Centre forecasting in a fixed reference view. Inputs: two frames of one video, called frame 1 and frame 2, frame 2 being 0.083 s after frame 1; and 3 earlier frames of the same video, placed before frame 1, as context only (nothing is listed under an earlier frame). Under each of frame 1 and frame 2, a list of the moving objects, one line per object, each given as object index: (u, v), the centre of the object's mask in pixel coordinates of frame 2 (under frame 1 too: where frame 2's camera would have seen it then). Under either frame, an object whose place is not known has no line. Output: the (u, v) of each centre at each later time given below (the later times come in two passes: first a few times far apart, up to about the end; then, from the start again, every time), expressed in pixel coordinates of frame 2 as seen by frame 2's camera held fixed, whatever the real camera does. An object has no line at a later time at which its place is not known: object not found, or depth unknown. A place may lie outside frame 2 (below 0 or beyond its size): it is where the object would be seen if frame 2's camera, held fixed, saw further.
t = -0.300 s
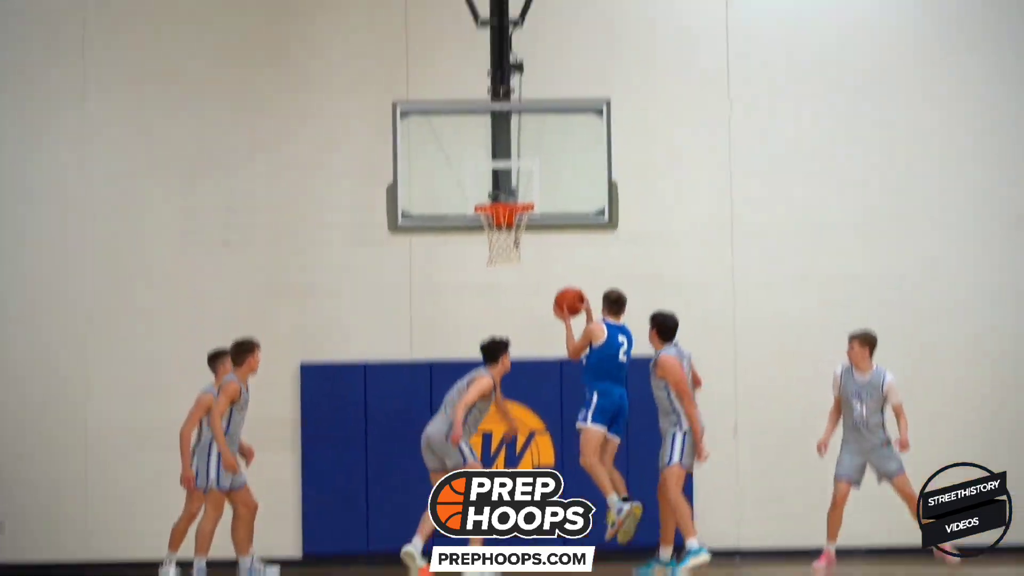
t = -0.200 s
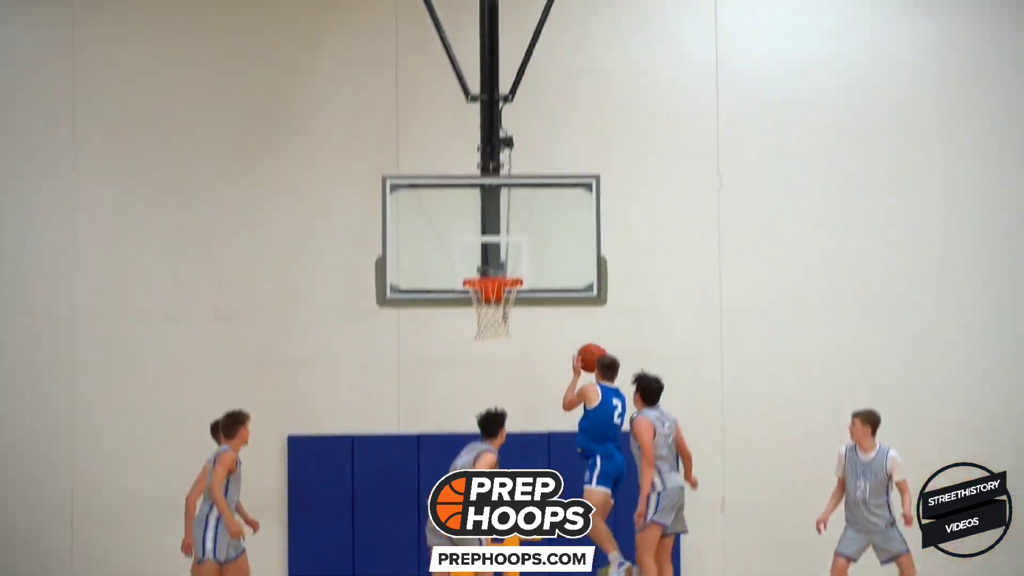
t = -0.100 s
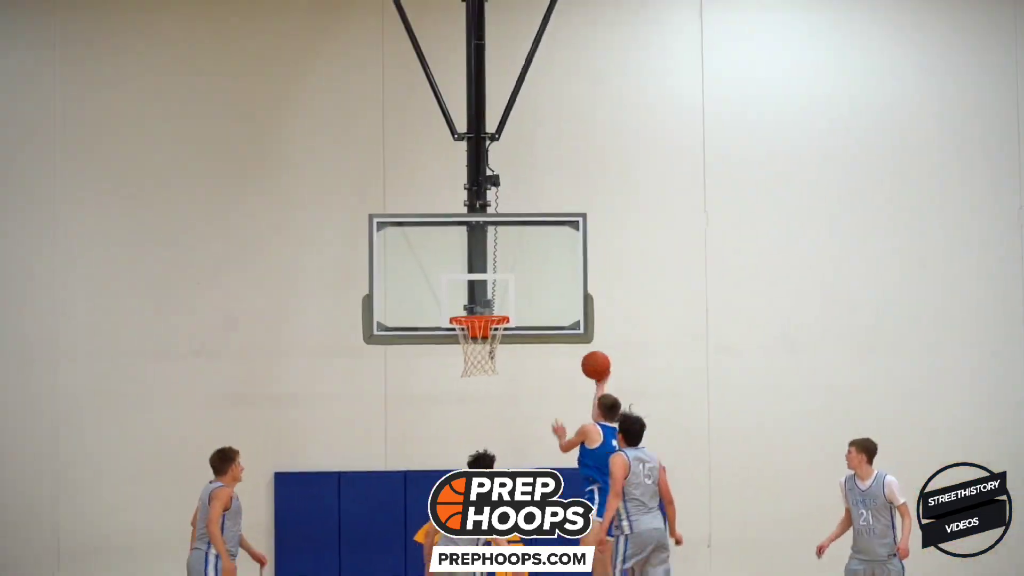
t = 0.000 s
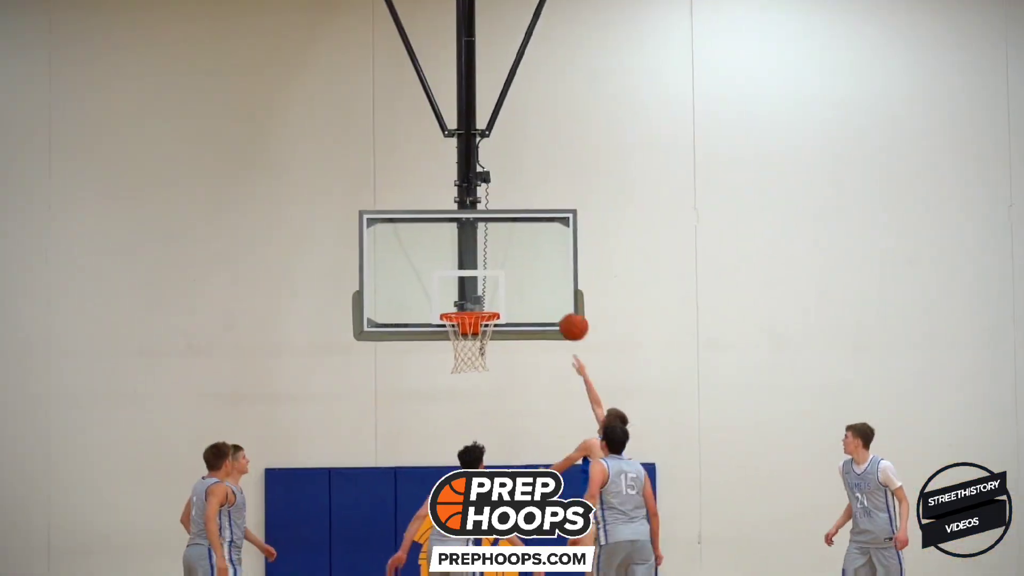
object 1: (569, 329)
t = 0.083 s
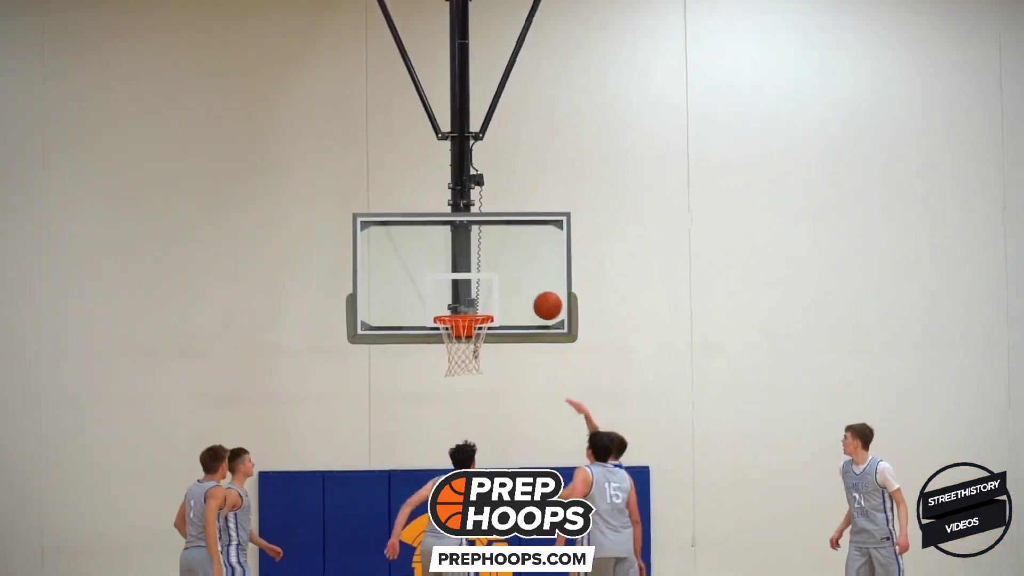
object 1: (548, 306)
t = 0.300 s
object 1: (499, 281)
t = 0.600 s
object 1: (446, 305)
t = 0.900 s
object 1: (478, 298)
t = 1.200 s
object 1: (459, 306)
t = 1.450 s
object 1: (448, 351)
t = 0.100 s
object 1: (544, 302)
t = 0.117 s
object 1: (539, 299)
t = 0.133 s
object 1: (536, 296)
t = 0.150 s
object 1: (532, 294)
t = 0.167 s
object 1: (528, 291)
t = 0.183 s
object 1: (524, 289)
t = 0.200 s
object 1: (520, 288)
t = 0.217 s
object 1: (516, 287)
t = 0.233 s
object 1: (512, 286)
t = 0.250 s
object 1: (508, 285)
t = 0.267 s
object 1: (505, 284)
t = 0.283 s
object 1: (502, 282)
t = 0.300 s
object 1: (499, 281)
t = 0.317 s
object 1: (496, 279)
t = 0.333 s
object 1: (493, 278)
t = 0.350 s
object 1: (490, 277)
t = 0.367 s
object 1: (487, 278)
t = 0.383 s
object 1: (484, 278)
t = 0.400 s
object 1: (481, 278)
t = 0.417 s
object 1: (478, 279)
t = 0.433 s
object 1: (475, 279)
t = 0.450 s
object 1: (472, 280)
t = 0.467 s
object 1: (469, 281)
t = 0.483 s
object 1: (466, 283)
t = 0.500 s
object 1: (463, 285)
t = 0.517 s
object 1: (460, 287)
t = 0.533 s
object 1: (457, 290)
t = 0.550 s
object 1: (455, 294)
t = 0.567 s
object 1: (452, 296)
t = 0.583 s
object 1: (448, 302)
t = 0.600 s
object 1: (446, 305)
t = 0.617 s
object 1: (449, 304)
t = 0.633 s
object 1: (452, 303)
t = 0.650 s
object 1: (455, 302)
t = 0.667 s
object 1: (459, 302)
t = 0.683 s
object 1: (462, 302)
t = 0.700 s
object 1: (466, 302)
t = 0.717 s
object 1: (470, 302)
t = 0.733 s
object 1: (473, 302)
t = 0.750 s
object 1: (477, 302)
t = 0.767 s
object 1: (479, 304)
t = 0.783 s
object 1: (483, 304)
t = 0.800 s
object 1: (481, 303)
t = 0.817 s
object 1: (480, 302)
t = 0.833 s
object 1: (480, 301)
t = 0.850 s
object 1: (479, 300)
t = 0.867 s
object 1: (479, 299)
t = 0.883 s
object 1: (478, 298)
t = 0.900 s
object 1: (478, 298)
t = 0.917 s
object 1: (477, 298)
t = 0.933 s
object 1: (477, 298)
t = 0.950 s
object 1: (476, 299)
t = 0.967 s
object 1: (475, 300)
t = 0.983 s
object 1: (475, 301)
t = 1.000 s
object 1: (474, 302)
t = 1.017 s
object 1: (473, 303)
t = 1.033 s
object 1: (473, 305)
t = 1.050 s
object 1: (471, 304)
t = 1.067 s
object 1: (470, 303)
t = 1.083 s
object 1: (469, 303)
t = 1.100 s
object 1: (468, 303)
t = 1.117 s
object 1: (466, 303)
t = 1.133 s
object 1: (464, 303)
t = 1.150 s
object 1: (463, 304)
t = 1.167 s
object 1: (462, 304)
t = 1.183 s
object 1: (460, 305)
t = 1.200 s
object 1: (459, 306)
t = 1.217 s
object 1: (457, 307)
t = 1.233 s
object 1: (456, 308)
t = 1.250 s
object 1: (455, 309)
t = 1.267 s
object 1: (453, 311)
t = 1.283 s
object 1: (451, 312)
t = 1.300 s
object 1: (447, 328)
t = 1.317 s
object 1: (450, 330)
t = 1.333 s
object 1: (449, 332)
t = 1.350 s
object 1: (447, 337)
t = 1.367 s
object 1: (447, 340)
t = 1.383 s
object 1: (446, 343)
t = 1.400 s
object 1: (446, 345)
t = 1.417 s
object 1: (447, 347)
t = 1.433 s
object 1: (447, 349)
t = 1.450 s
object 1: (448, 351)
